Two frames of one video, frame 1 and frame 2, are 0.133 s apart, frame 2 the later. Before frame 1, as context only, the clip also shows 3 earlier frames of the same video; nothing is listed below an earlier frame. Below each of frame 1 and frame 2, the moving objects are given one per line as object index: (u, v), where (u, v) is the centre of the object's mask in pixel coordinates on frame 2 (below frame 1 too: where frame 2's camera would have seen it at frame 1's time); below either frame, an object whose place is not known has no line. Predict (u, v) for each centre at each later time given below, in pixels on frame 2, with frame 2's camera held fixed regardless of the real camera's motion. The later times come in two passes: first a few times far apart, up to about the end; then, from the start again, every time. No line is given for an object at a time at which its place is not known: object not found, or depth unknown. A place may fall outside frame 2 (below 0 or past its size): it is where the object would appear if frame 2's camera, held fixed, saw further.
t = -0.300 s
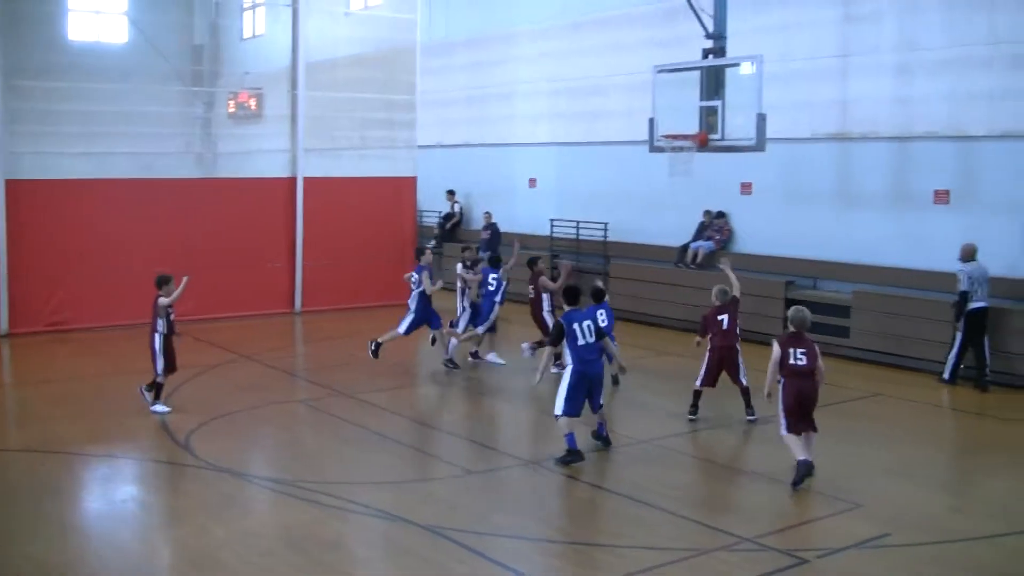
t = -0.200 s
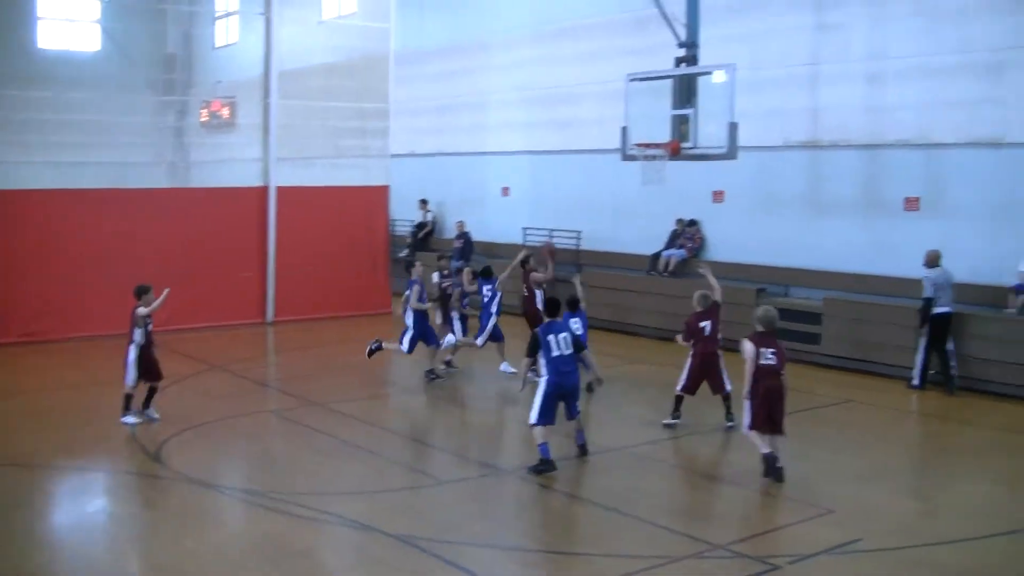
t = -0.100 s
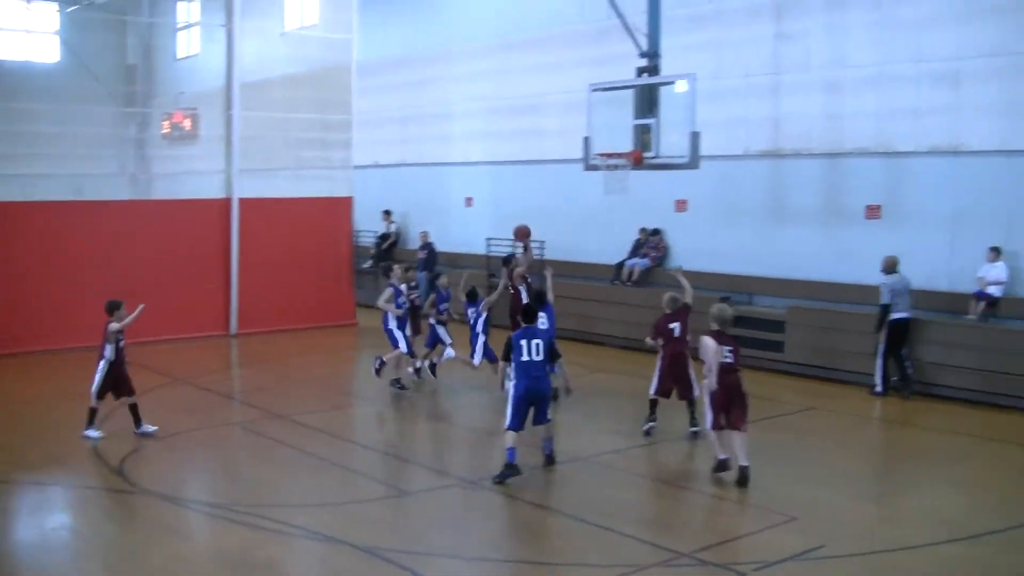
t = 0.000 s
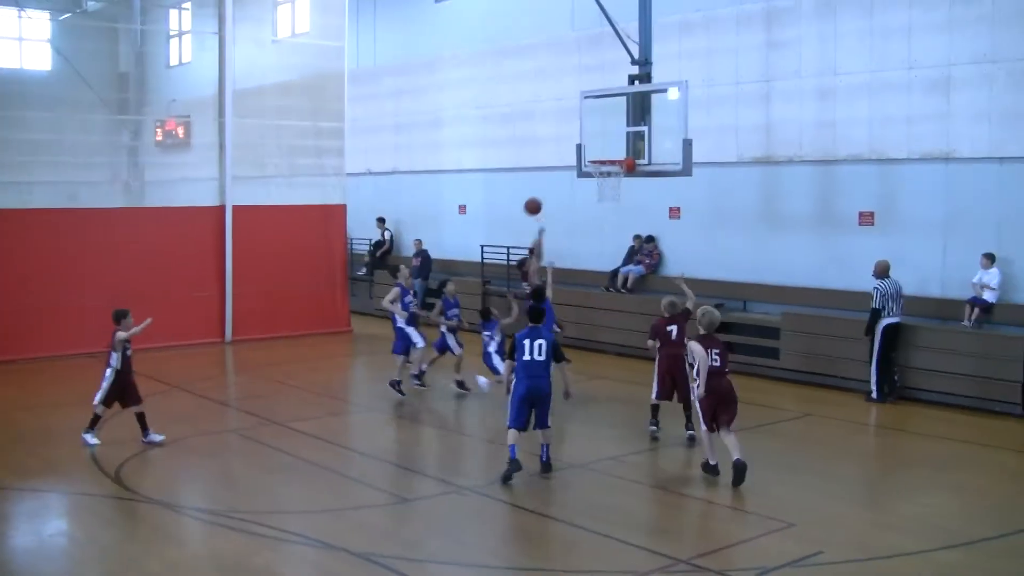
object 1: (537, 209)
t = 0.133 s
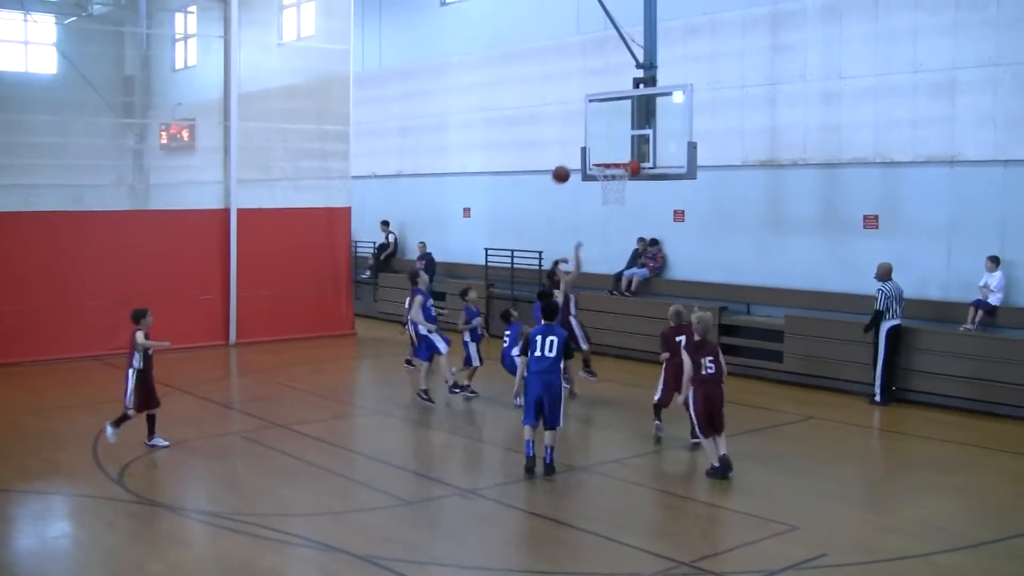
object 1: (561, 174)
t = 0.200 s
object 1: (572, 162)
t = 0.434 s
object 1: (604, 146)
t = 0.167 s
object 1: (566, 168)
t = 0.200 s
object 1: (572, 162)
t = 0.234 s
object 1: (579, 156)
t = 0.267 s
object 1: (585, 152)
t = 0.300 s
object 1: (591, 149)
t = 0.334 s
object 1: (597, 146)
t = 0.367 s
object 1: (603, 145)
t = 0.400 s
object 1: (604, 145)
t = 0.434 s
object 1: (604, 146)
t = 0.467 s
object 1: (603, 147)
